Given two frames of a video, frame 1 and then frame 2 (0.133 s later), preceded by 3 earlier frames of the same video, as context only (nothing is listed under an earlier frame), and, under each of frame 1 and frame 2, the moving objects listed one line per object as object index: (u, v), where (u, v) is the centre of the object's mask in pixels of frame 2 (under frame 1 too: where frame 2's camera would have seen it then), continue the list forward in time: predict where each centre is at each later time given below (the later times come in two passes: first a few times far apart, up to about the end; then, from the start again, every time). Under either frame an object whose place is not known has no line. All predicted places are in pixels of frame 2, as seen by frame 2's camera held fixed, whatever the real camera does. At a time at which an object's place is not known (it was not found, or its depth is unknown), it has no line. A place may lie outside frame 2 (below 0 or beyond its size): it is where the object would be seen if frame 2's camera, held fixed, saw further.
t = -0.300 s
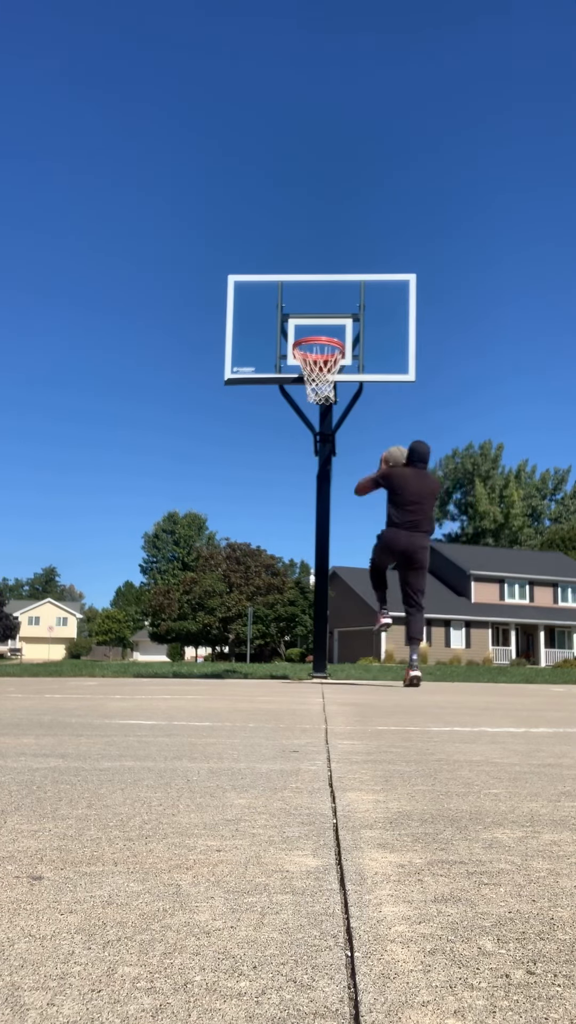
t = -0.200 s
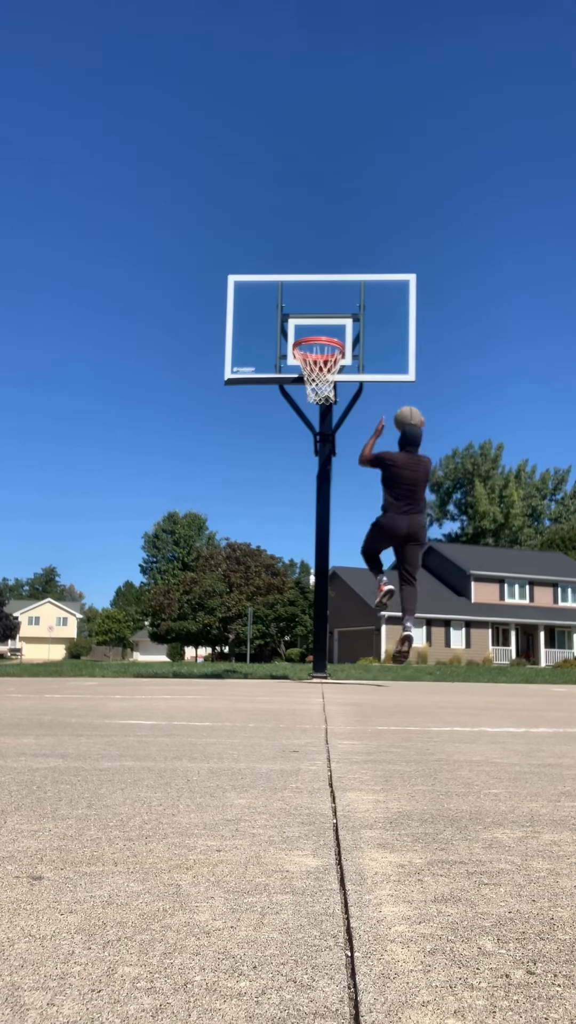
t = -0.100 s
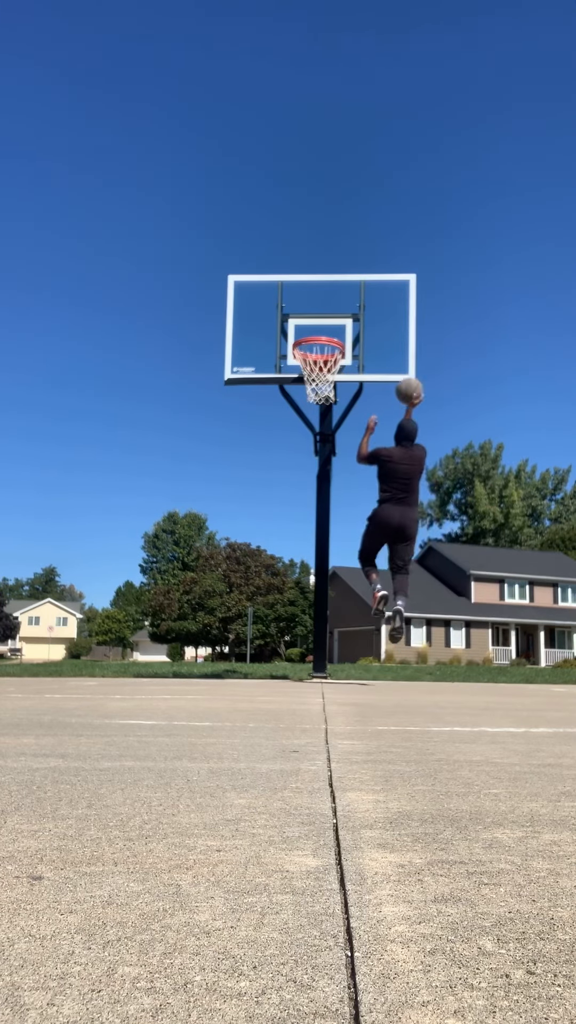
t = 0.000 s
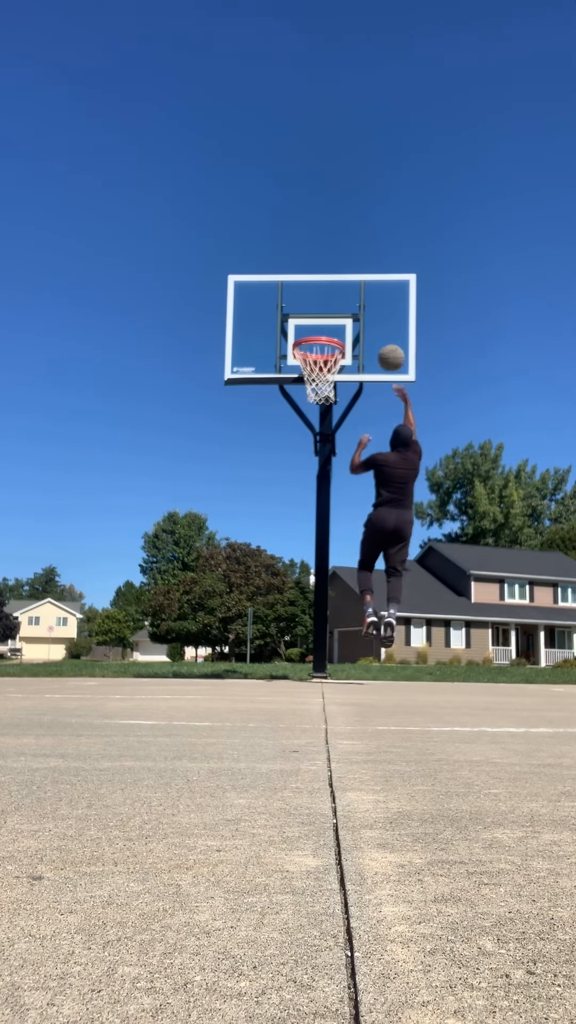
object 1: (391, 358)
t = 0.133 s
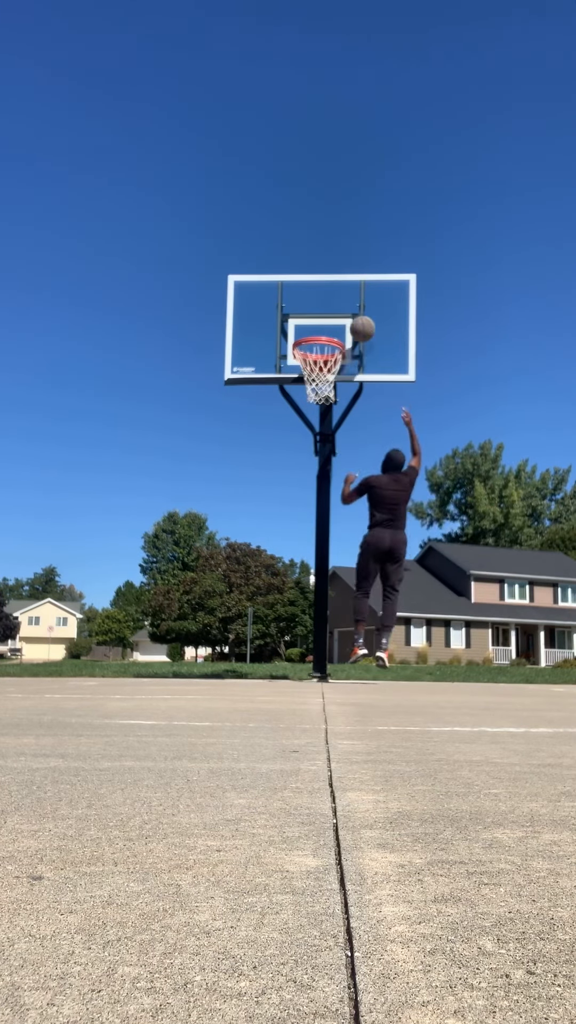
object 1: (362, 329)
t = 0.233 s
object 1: (345, 317)
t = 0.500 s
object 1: (312, 321)
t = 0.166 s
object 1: (355, 325)
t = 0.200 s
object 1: (349, 322)
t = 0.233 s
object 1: (345, 317)
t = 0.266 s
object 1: (341, 314)
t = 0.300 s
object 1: (337, 311)
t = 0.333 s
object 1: (333, 310)
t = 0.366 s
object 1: (329, 310)
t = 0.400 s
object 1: (325, 311)
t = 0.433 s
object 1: (321, 313)
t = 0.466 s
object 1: (317, 316)
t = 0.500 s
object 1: (312, 321)
